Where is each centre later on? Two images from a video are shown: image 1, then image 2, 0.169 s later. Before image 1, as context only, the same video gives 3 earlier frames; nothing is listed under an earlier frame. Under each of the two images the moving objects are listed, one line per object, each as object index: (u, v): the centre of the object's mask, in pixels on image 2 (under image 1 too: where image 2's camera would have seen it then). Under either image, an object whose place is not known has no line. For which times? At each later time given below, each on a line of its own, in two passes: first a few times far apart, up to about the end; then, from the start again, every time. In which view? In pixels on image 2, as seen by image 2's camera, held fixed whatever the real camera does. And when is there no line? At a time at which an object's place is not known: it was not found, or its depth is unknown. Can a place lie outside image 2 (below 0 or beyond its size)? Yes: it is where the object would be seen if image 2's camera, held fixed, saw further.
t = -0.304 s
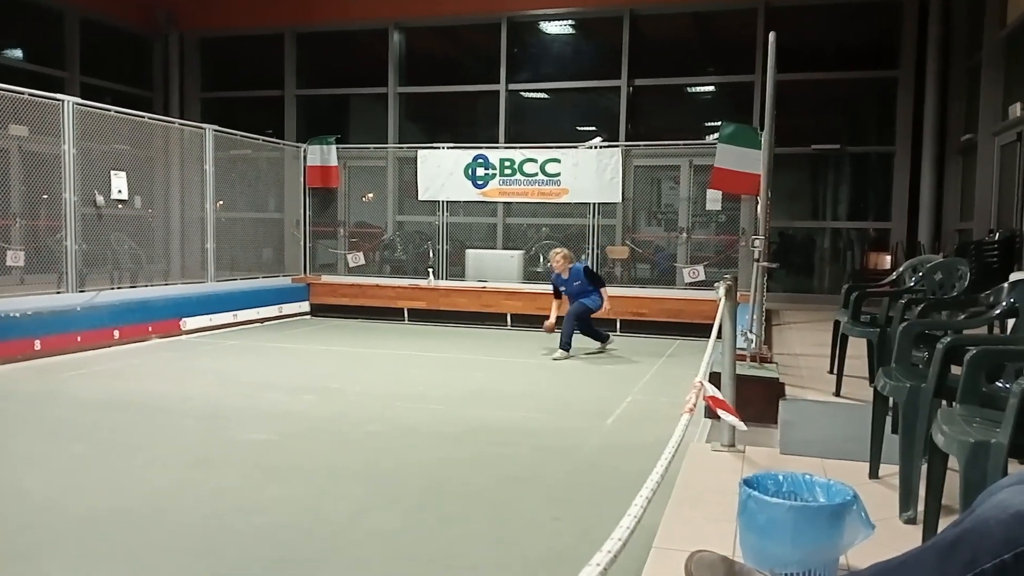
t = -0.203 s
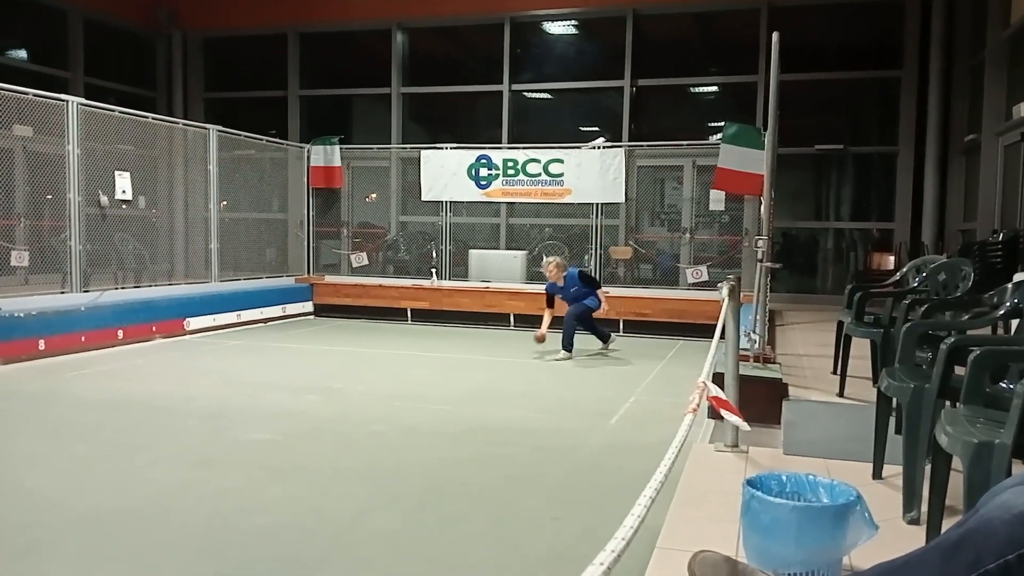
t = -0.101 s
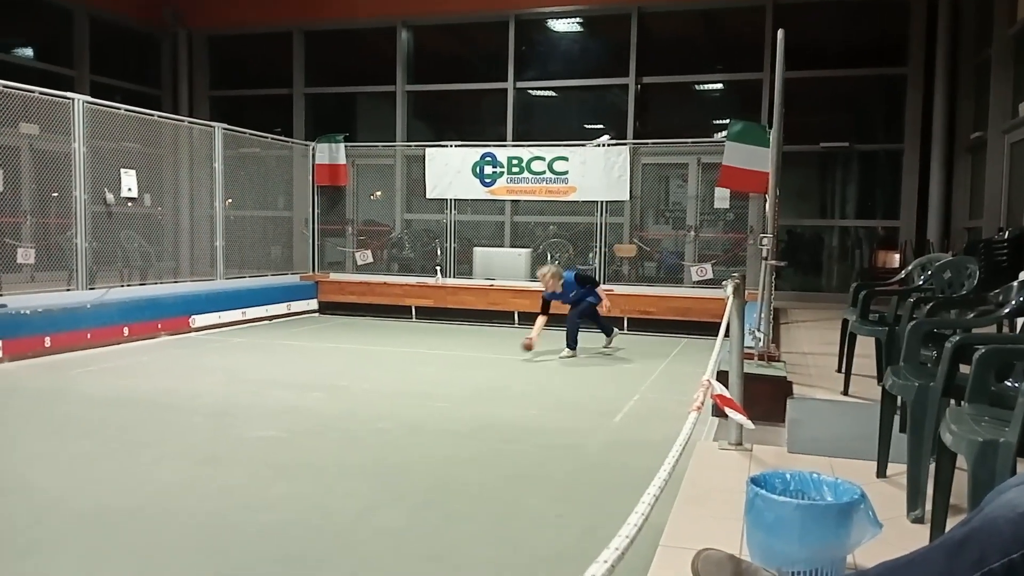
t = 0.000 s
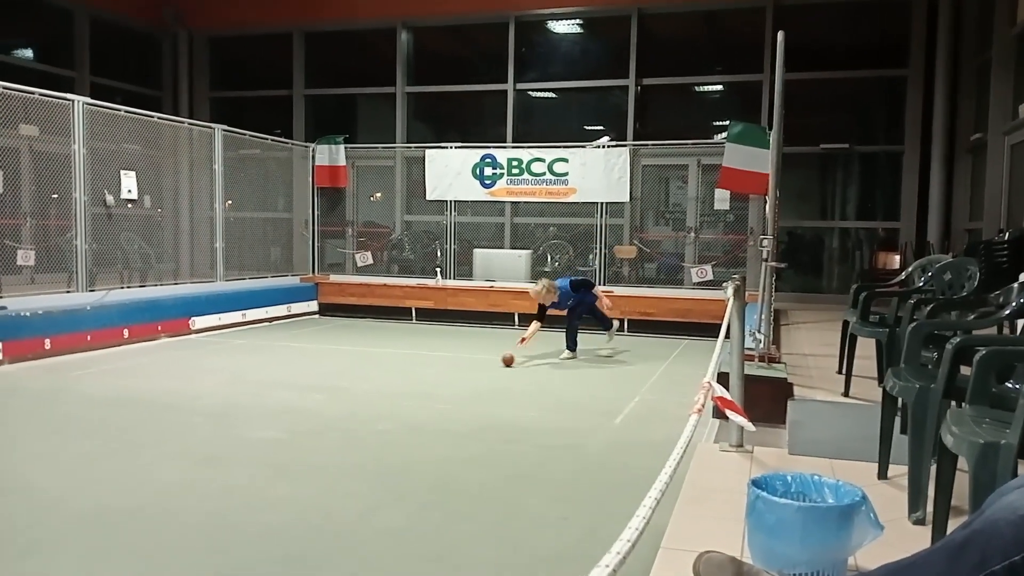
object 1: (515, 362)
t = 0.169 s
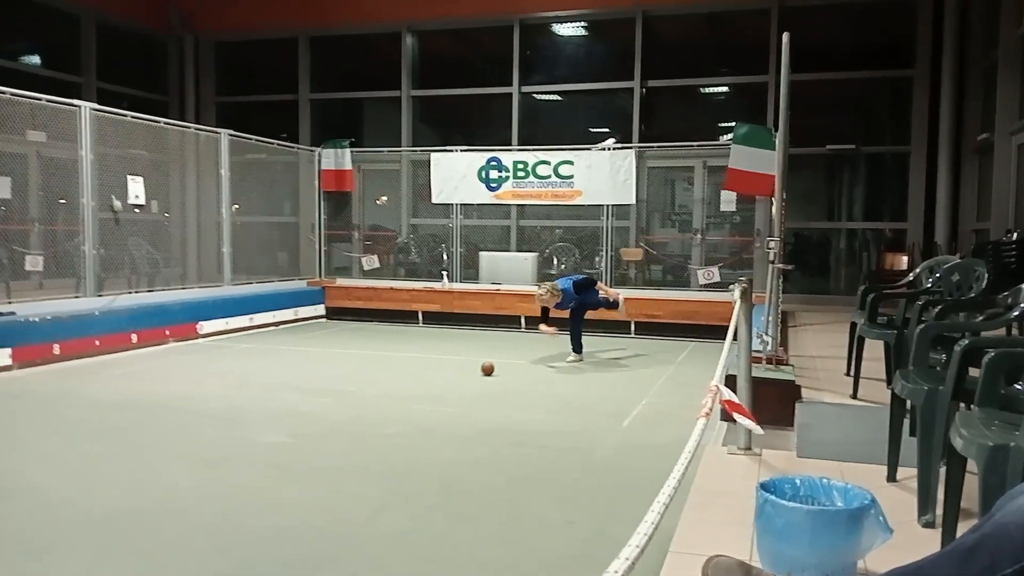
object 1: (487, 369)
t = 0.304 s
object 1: (464, 373)
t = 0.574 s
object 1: (410, 385)
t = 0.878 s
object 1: (341, 399)
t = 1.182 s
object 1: (258, 416)
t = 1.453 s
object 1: (169, 434)
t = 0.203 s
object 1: (482, 370)
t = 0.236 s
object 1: (476, 371)
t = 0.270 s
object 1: (470, 372)
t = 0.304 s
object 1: (464, 373)
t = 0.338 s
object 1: (457, 374)
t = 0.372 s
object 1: (451, 376)
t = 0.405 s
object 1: (444, 378)
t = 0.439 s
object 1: (437, 379)
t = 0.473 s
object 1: (432, 380)
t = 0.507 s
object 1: (425, 381)
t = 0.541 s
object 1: (417, 383)
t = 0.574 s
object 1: (410, 385)
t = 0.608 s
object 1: (404, 386)
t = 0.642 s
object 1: (397, 387)
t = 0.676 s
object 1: (388, 389)
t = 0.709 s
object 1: (381, 391)
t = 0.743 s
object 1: (373, 392)
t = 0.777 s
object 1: (366, 393)
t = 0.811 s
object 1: (358, 395)
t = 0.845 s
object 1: (349, 397)
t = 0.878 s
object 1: (341, 399)
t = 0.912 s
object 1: (333, 401)
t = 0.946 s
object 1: (324, 402)
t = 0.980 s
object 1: (315, 404)
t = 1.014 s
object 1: (307, 406)
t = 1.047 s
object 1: (296, 408)
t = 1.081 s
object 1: (287, 410)
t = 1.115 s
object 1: (278, 411)
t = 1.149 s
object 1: (268, 413)
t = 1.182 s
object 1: (258, 416)
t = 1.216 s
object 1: (248, 418)
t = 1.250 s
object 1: (238, 419)
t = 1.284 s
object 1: (226, 422)
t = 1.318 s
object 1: (216, 424)
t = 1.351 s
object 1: (204, 426)
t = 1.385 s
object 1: (193, 429)
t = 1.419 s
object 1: (182, 431)
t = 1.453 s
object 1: (169, 434)
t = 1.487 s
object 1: (158, 436)
